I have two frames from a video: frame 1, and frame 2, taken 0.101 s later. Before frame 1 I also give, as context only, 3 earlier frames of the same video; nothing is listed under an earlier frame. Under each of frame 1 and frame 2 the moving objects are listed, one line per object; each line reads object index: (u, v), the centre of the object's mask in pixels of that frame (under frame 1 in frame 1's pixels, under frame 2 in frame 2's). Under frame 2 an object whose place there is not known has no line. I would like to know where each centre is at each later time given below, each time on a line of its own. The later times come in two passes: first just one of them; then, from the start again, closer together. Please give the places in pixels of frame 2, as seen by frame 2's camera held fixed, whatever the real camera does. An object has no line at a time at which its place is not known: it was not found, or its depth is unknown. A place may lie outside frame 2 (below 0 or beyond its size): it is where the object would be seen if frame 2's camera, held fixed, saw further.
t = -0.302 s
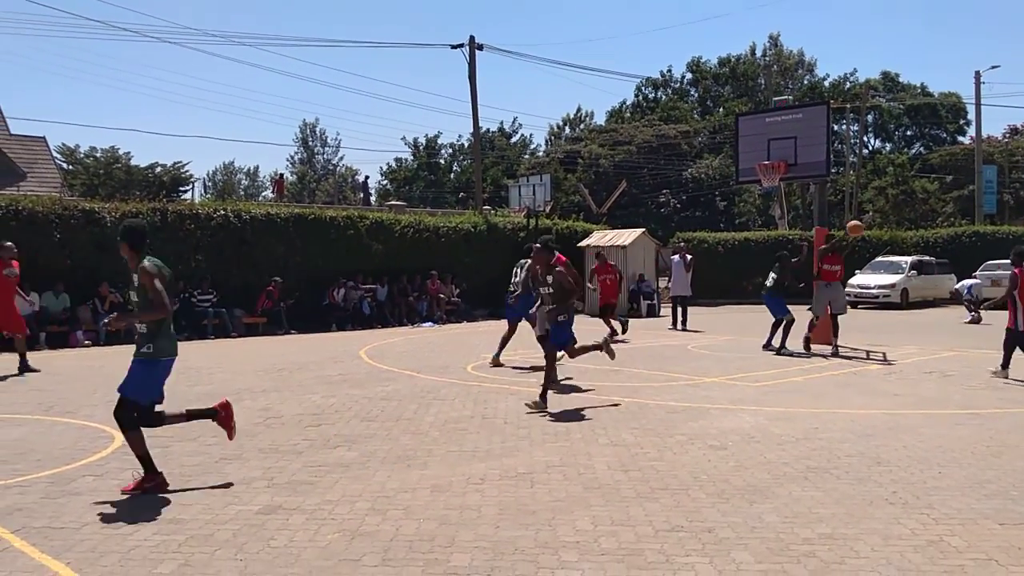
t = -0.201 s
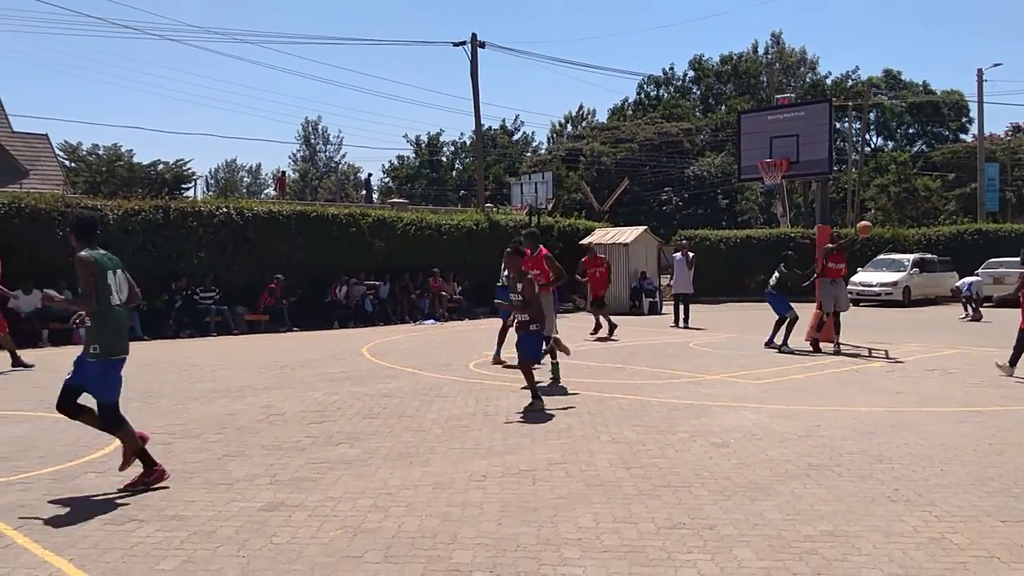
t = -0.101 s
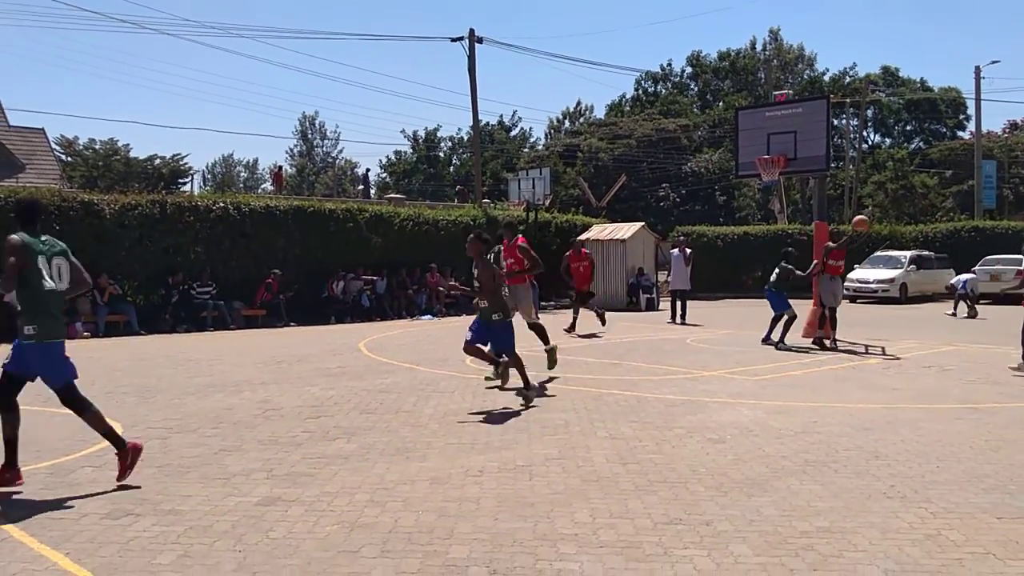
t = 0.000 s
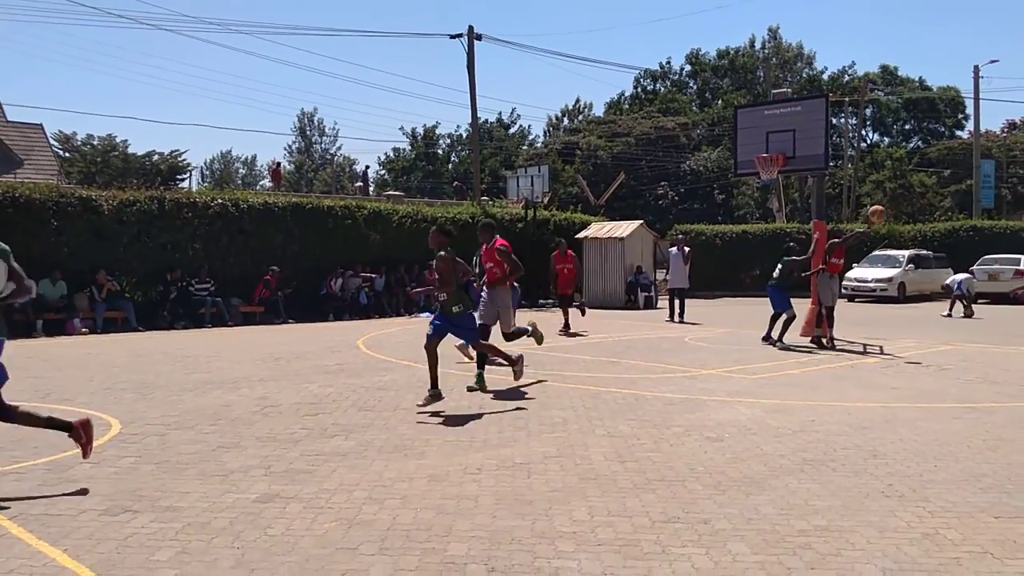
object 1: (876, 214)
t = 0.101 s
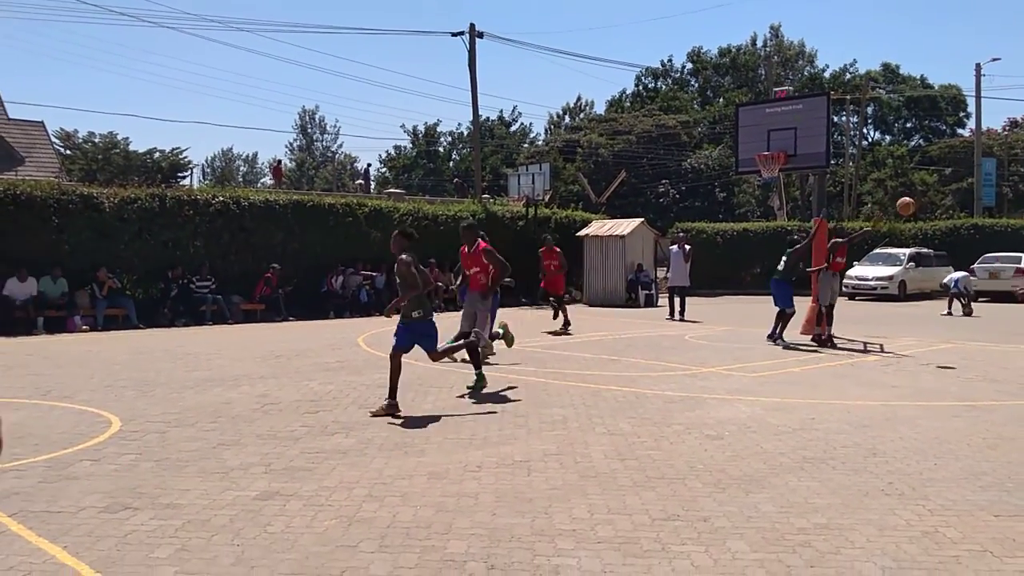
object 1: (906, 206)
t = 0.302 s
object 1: (969, 216)
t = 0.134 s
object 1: (915, 206)
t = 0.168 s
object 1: (926, 206)
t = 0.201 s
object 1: (936, 207)
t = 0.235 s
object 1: (947, 210)
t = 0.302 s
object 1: (969, 216)
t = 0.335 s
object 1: (981, 221)
